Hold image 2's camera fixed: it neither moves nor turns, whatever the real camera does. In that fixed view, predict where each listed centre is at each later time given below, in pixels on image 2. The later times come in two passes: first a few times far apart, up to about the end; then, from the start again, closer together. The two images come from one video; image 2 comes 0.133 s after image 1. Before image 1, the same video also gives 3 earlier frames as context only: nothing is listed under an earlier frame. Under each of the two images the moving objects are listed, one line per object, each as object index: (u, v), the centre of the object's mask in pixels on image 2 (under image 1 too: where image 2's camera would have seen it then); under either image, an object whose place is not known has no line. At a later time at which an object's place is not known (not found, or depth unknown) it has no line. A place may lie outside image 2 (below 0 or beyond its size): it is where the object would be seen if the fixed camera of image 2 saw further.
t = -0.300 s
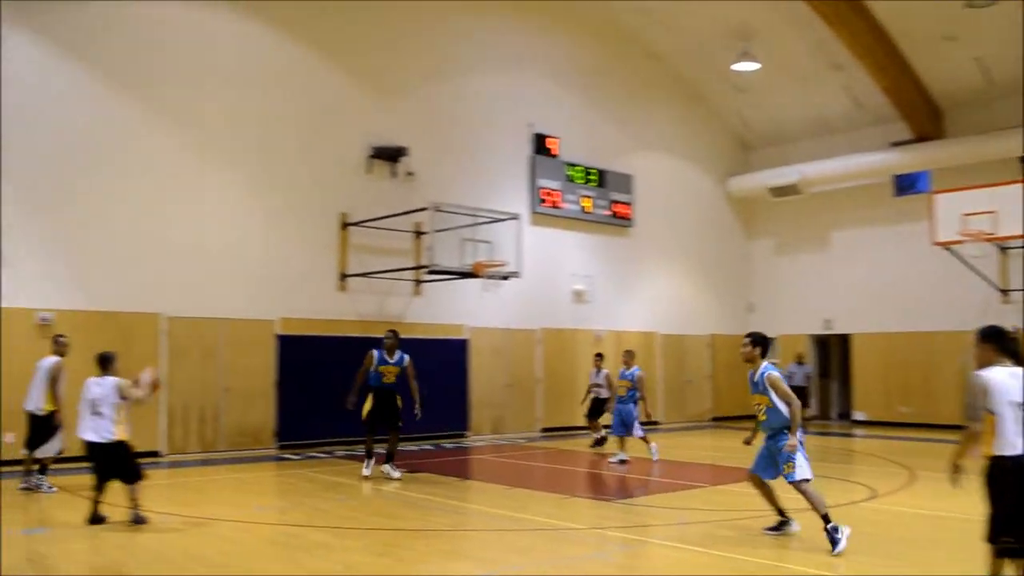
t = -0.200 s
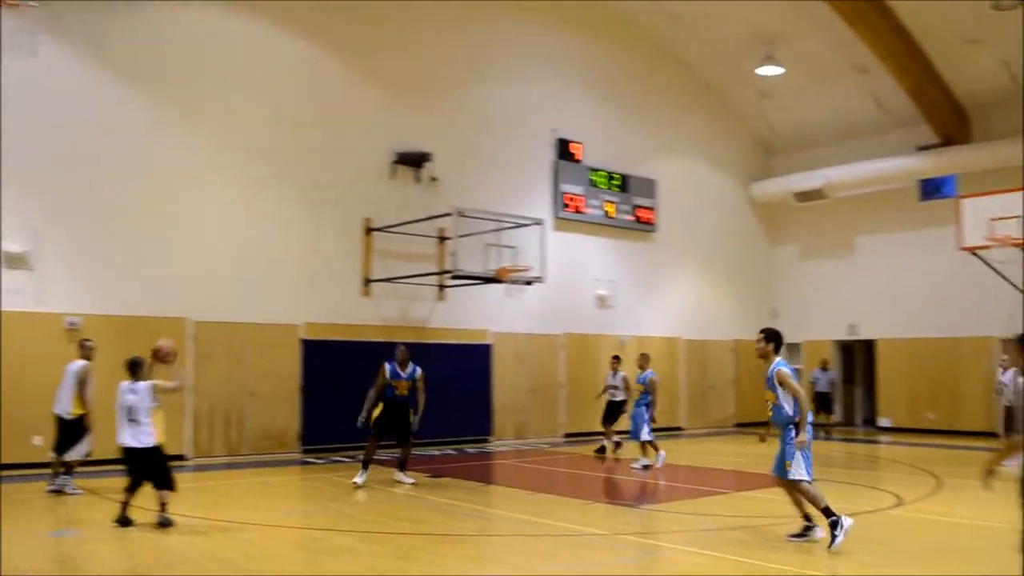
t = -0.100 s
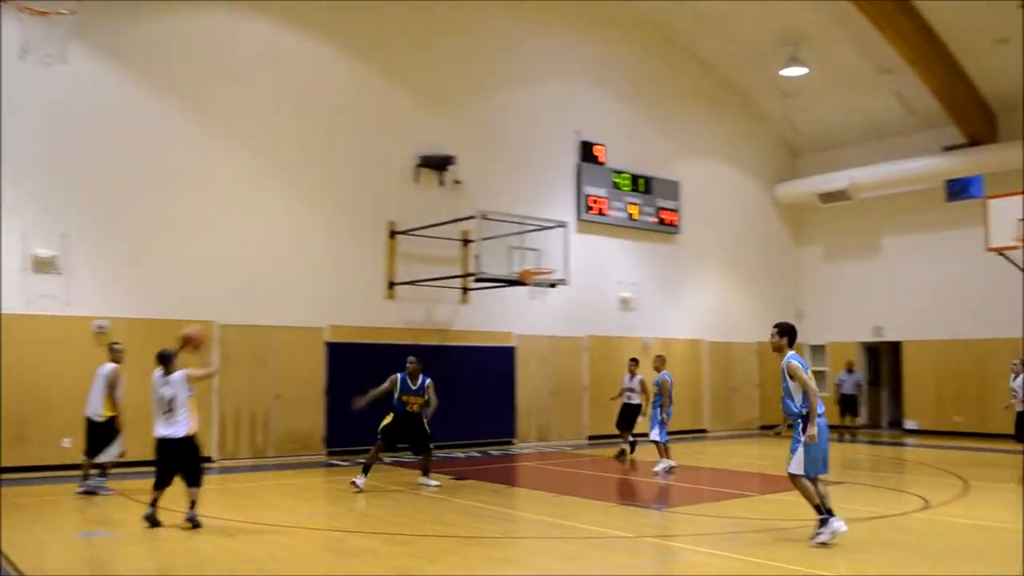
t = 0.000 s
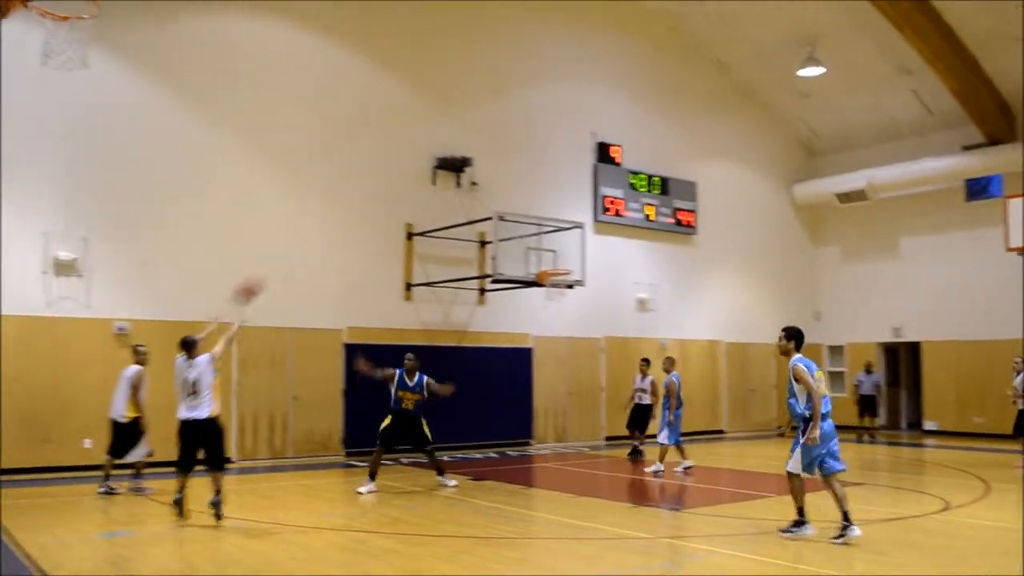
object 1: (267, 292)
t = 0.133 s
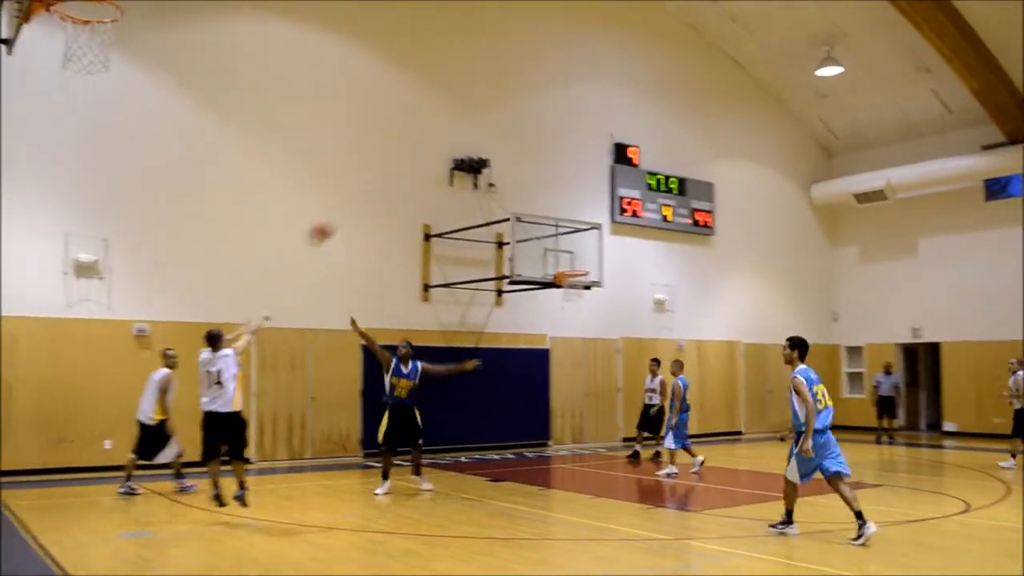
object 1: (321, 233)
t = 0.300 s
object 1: (379, 189)
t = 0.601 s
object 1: (461, 176)
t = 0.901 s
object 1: (521, 222)
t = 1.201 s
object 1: (574, 245)
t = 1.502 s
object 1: (615, 228)
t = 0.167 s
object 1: (333, 220)
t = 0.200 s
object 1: (345, 211)
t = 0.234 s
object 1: (356, 203)
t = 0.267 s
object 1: (368, 195)
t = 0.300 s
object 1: (379, 189)
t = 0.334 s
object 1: (389, 184)
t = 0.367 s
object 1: (399, 179)
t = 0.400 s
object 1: (408, 177)
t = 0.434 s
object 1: (419, 175)
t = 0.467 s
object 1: (427, 174)
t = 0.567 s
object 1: (452, 176)
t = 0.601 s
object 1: (461, 176)
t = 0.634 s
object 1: (469, 179)
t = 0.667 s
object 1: (476, 184)
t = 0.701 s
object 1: (483, 187)
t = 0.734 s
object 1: (490, 192)
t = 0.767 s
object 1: (497, 196)
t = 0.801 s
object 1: (503, 203)
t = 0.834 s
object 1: (509, 209)
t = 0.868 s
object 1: (516, 216)
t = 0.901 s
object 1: (521, 222)
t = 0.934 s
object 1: (528, 232)
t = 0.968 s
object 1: (533, 240)
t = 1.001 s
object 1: (540, 248)
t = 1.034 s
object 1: (546, 255)
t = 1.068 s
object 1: (554, 261)
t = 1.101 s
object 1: (560, 263)
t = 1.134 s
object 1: (565, 255)
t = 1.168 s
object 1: (570, 250)
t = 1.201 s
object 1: (574, 245)
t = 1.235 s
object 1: (578, 240)
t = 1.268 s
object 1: (583, 237)
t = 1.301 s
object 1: (587, 233)
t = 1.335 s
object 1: (592, 229)
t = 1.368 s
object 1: (596, 227)
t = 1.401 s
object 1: (601, 227)
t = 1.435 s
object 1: (605, 226)
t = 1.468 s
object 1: (610, 227)
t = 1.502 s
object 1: (615, 228)
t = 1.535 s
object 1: (619, 229)
